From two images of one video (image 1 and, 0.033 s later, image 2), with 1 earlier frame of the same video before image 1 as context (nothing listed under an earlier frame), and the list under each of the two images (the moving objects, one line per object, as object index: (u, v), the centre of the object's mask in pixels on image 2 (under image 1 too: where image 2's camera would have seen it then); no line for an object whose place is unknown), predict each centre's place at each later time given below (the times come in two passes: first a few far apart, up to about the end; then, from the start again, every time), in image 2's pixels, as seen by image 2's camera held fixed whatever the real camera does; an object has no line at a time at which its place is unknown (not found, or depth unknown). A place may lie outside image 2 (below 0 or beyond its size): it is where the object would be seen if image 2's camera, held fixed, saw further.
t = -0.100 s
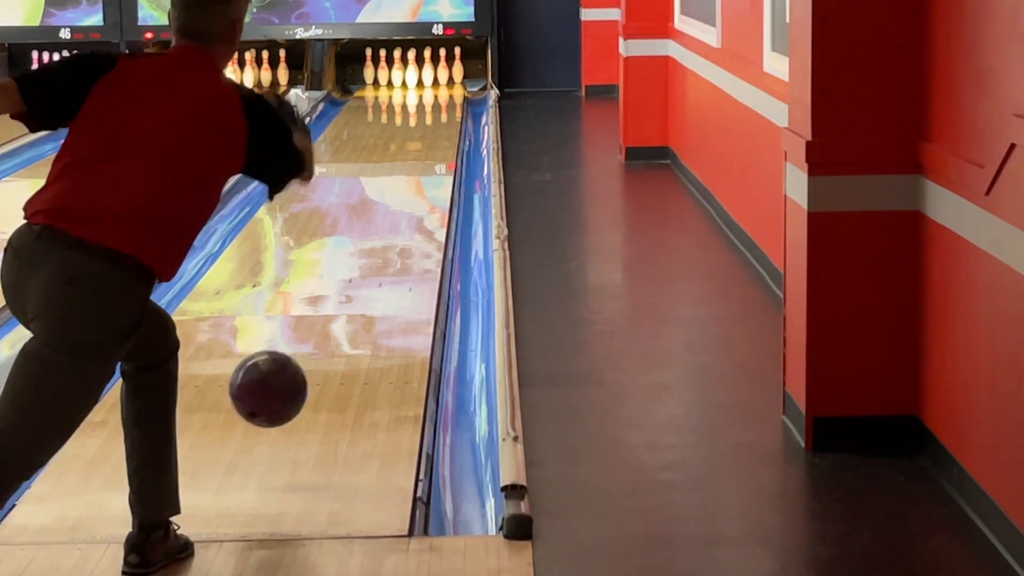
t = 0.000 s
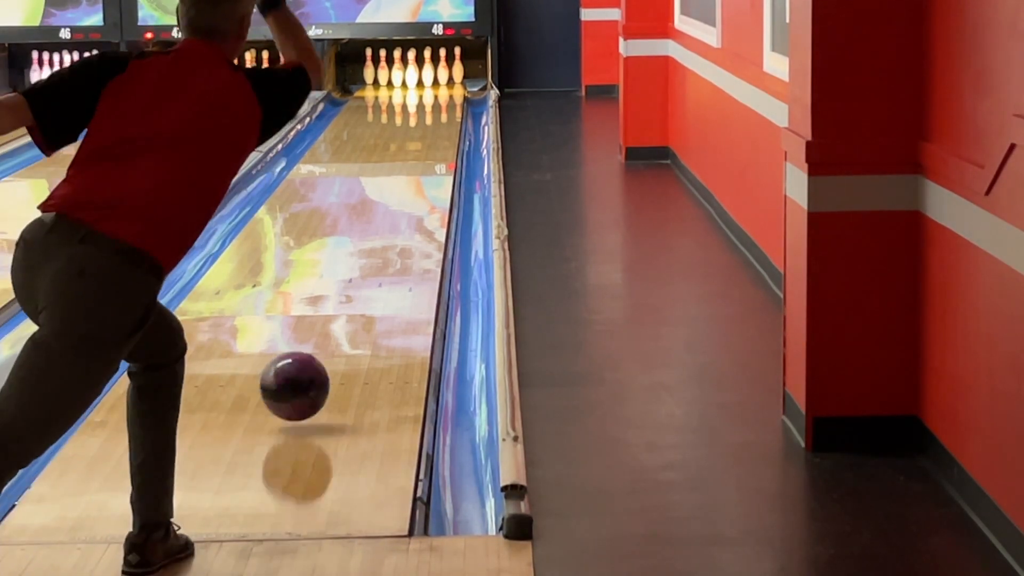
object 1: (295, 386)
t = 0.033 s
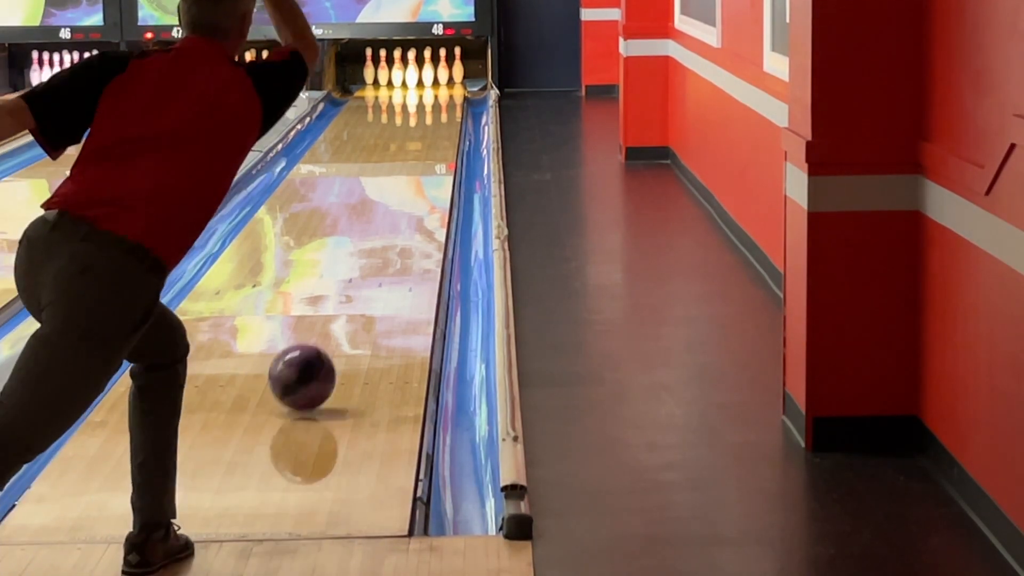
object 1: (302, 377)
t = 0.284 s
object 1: (344, 296)
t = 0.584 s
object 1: (376, 230)
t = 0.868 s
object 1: (396, 187)
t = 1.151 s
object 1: (410, 155)
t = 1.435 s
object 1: (420, 131)
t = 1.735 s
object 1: (427, 111)
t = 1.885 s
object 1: (428, 103)
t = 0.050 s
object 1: (305, 367)
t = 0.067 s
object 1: (309, 359)
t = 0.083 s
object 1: (312, 351)
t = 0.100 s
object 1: (315, 345)
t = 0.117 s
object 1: (318, 339)
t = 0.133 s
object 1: (321, 334)
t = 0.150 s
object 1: (324, 331)
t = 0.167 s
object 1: (327, 328)
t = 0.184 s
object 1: (329, 325)
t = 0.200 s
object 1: (332, 320)
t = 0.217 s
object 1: (334, 314)
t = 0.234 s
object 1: (337, 310)
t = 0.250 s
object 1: (339, 305)
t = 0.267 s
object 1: (341, 301)
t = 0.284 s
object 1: (344, 296)
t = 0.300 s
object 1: (346, 291)
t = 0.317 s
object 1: (348, 287)
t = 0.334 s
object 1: (350, 283)
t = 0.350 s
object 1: (352, 279)
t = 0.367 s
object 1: (354, 275)
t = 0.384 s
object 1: (356, 270)
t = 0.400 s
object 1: (358, 266)
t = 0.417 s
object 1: (360, 263)
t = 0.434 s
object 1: (362, 259)
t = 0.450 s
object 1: (363, 256)
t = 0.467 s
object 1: (365, 252)
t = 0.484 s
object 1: (367, 249)
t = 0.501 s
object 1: (368, 246)
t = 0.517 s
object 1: (370, 243)
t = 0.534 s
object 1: (372, 239)
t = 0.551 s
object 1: (373, 236)
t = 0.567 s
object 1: (375, 233)
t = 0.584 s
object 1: (376, 230)
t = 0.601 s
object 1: (377, 227)
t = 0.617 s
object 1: (379, 224)
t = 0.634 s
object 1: (380, 221)
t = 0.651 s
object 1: (382, 218)
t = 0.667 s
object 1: (383, 216)
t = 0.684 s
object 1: (384, 213)
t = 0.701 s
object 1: (385, 211)
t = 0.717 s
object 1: (386, 208)
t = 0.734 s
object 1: (388, 205)
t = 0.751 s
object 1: (389, 203)
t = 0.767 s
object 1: (390, 200)
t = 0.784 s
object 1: (391, 198)
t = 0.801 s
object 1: (392, 196)
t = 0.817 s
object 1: (393, 193)
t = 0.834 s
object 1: (394, 191)
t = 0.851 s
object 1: (395, 189)
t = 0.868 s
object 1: (396, 187)
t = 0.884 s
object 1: (397, 185)
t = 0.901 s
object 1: (398, 183)
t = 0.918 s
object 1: (399, 181)
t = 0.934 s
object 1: (400, 179)
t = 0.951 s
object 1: (401, 177)
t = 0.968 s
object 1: (402, 175)
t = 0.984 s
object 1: (403, 173)
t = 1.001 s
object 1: (403, 171)
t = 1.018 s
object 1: (404, 169)
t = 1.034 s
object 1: (405, 168)
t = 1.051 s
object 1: (406, 165)
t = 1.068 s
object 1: (407, 164)
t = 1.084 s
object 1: (407, 162)
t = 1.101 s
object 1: (408, 160)
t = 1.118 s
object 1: (409, 159)
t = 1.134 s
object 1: (410, 157)
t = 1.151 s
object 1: (410, 155)
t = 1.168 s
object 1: (411, 154)
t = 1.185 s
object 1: (412, 152)
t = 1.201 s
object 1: (413, 151)
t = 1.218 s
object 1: (413, 149)
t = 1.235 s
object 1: (414, 148)
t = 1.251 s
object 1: (414, 146)
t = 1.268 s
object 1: (415, 145)
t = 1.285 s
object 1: (415, 143)
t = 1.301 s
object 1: (416, 142)
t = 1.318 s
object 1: (416, 140)
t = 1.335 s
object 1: (417, 139)
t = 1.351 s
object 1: (417, 137)
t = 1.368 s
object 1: (418, 136)
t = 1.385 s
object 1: (419, 135)
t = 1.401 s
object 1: (419, 133)
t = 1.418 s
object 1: (420, 132)
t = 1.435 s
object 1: (420, 131)
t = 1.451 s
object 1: (421, 130)
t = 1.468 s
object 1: (421, 128)
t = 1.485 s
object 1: (422, 127)
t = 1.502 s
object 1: (422, 126)
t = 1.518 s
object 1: (422, 125)
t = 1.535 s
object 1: (422, 124)
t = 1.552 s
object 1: (423, 123)
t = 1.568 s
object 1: (423, 121)
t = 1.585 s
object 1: (424, 120)
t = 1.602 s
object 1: (424, 119)
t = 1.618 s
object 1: (424, 118)
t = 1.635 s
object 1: (425, 117)
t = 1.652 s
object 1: (425, 116)
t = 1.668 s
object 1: (425, 115)
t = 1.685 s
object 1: (426, 114)
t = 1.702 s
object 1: (426, 113)
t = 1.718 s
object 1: (426, 112)
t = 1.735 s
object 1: (427, 111)
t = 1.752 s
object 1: (427, 110)
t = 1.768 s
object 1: (427, 109)
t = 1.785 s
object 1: (427, 108)
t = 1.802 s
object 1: (428, 107)
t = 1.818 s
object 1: (427, 106)
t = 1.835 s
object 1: (428, 105)
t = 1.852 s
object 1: (427, 104)
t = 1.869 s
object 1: (428, 104)
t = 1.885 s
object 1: (428, 103)
